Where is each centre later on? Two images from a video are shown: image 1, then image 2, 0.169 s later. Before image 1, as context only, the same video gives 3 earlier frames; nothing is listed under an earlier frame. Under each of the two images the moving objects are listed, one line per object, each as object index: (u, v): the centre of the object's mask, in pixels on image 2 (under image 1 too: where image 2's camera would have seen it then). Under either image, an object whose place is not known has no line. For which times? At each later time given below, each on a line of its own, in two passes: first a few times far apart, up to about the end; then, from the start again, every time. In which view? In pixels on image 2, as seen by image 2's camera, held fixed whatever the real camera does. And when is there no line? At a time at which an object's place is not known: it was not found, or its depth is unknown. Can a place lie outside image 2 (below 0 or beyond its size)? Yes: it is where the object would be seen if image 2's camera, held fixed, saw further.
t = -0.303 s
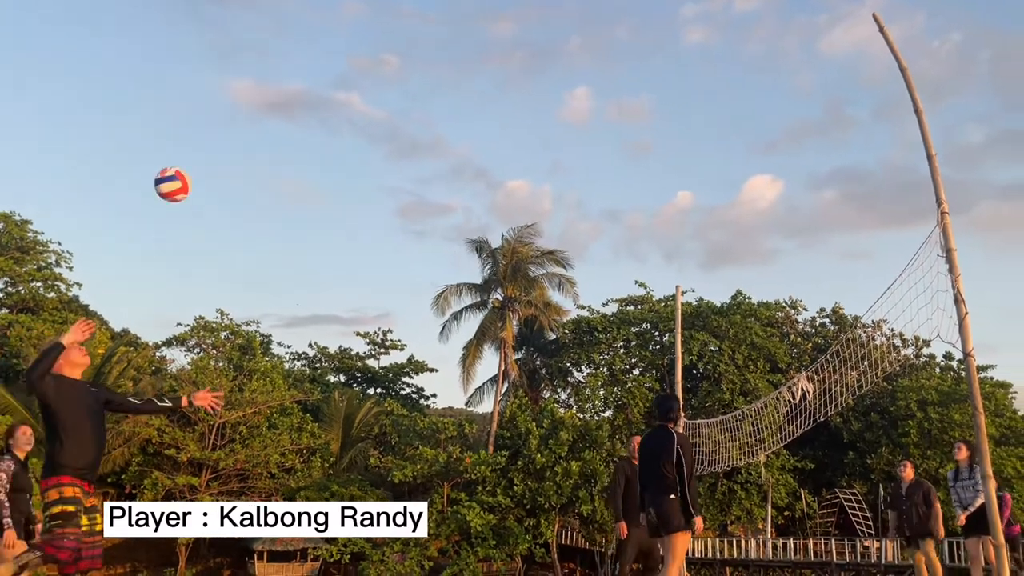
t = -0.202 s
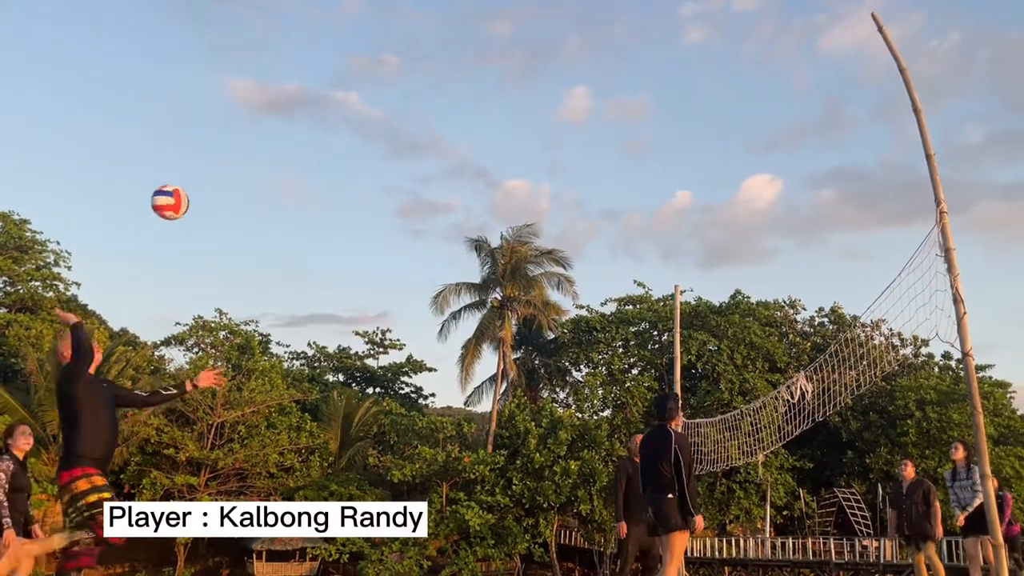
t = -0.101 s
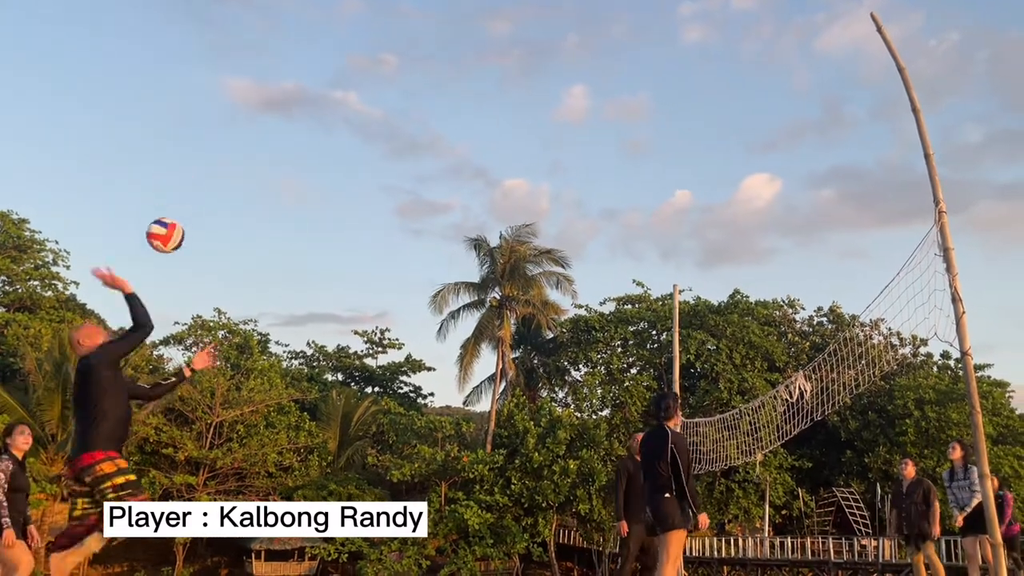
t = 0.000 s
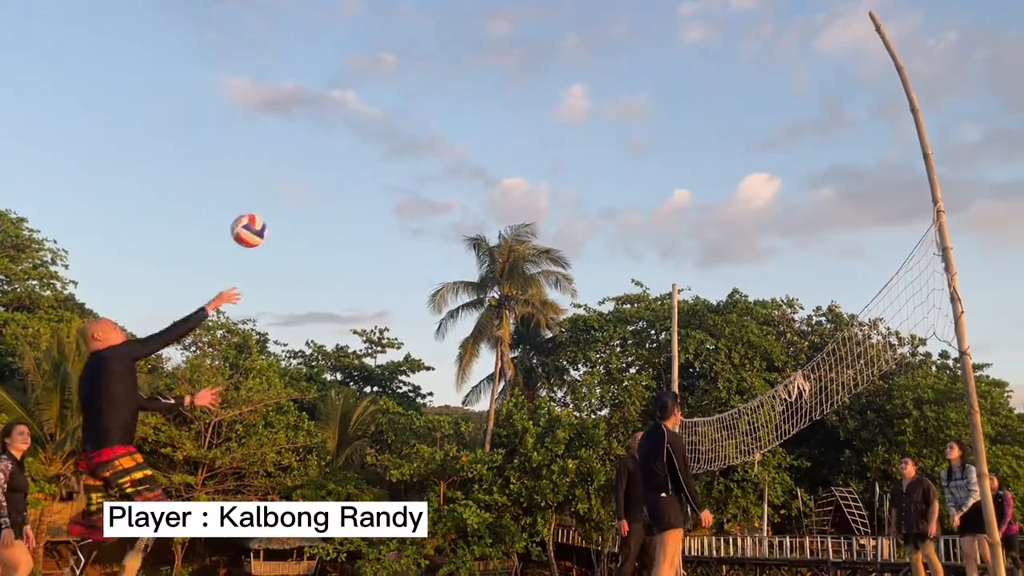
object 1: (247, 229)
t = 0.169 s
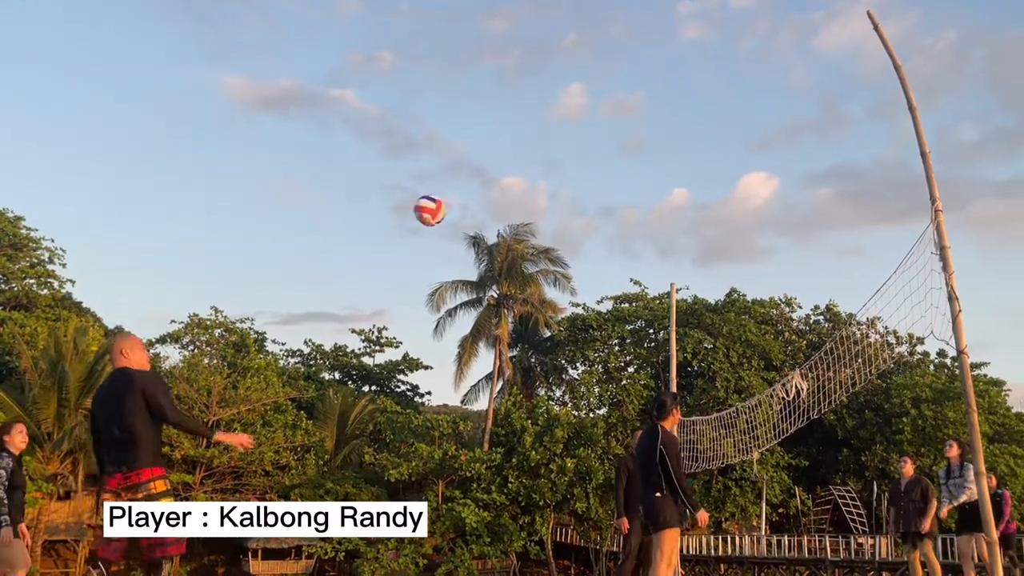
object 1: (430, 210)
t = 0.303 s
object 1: (553, 220)
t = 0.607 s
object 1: (788, 307)
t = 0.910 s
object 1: (878, 397)
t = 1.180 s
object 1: (788, 393)
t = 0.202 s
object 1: (462, 211)
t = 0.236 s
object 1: (493, 213)
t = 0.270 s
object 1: (524, 216)
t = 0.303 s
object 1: (553, 220)
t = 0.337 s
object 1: (582, 225)
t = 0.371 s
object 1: (609, 233)
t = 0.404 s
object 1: (636, 240)
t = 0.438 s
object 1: (663, 249)
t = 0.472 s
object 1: (689, 259)
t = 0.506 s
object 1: (714, 269)
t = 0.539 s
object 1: (738, 280)
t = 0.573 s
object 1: (764, 293)
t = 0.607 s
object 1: (788, 307)
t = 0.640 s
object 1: (812, 322)
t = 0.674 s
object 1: (835, 338)
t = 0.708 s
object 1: (857, 354)
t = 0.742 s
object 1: (874, 369)
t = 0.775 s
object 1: (886, 381)
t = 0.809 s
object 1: (893, 389)
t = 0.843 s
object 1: (894, 395)
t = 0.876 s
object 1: (887, 398)
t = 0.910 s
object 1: (878, 397)
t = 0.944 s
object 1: (866, 395)
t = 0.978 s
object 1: (854, 392)
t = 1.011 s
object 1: (843, 388)
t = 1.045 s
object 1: (831, 387)
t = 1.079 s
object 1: (819, 386)
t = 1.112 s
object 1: (810, 386)
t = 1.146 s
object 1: (798, 389)
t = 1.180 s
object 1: (788, 393)
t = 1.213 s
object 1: (776, 393)
